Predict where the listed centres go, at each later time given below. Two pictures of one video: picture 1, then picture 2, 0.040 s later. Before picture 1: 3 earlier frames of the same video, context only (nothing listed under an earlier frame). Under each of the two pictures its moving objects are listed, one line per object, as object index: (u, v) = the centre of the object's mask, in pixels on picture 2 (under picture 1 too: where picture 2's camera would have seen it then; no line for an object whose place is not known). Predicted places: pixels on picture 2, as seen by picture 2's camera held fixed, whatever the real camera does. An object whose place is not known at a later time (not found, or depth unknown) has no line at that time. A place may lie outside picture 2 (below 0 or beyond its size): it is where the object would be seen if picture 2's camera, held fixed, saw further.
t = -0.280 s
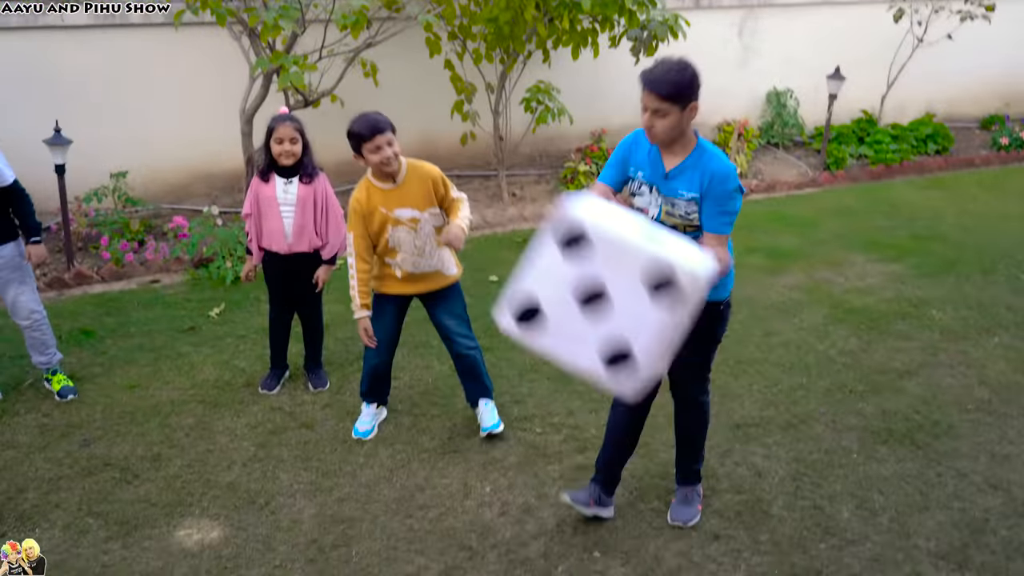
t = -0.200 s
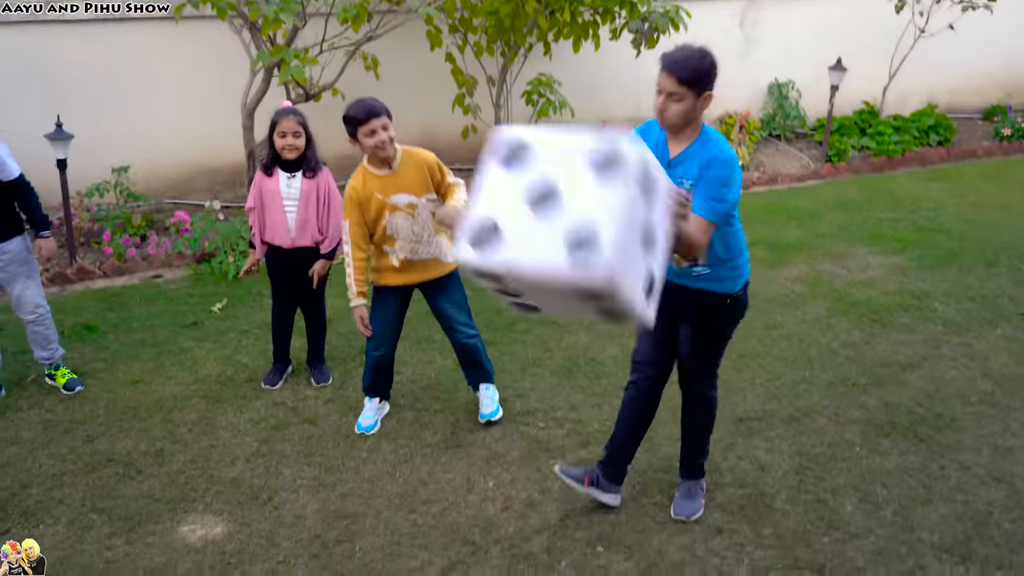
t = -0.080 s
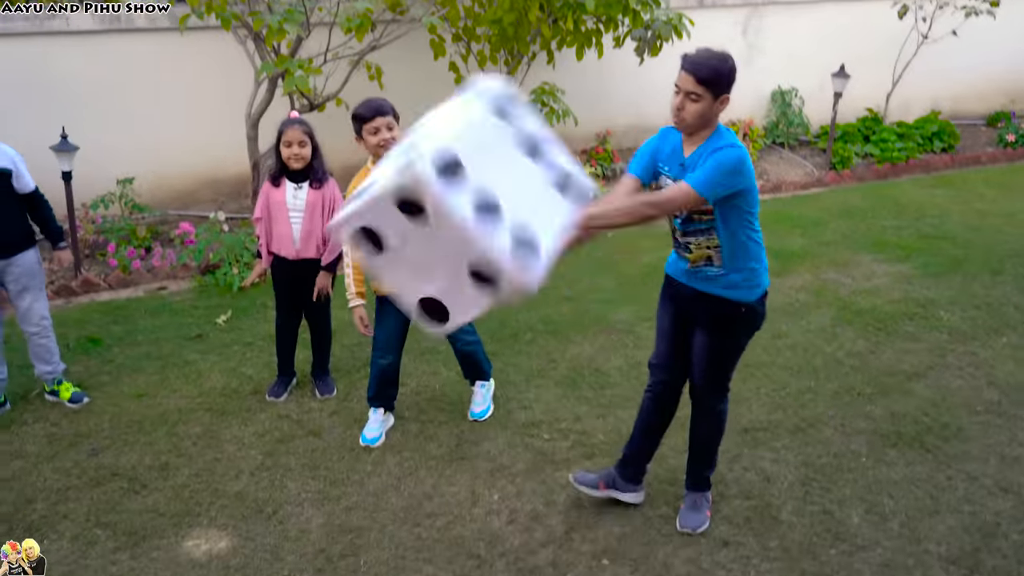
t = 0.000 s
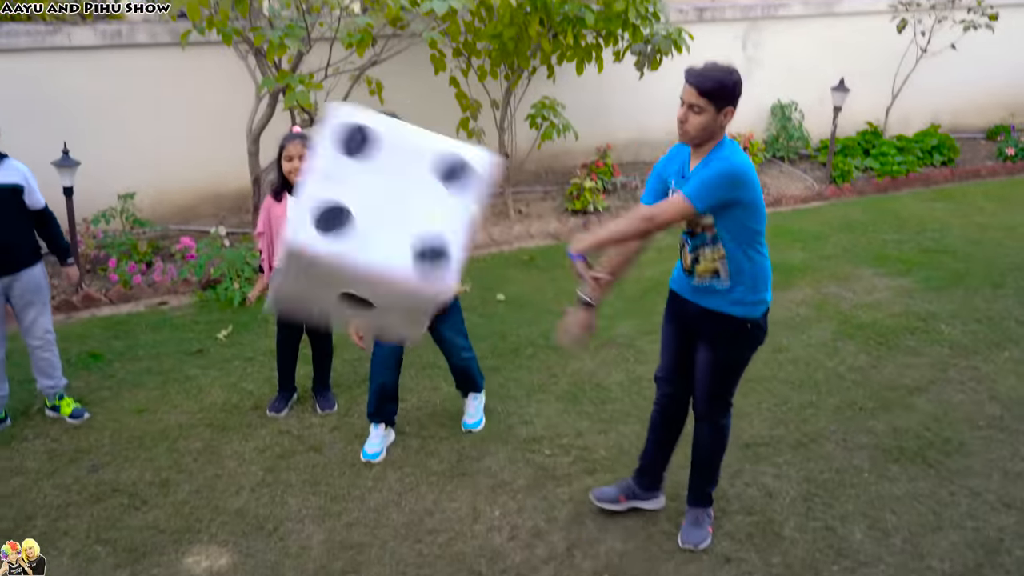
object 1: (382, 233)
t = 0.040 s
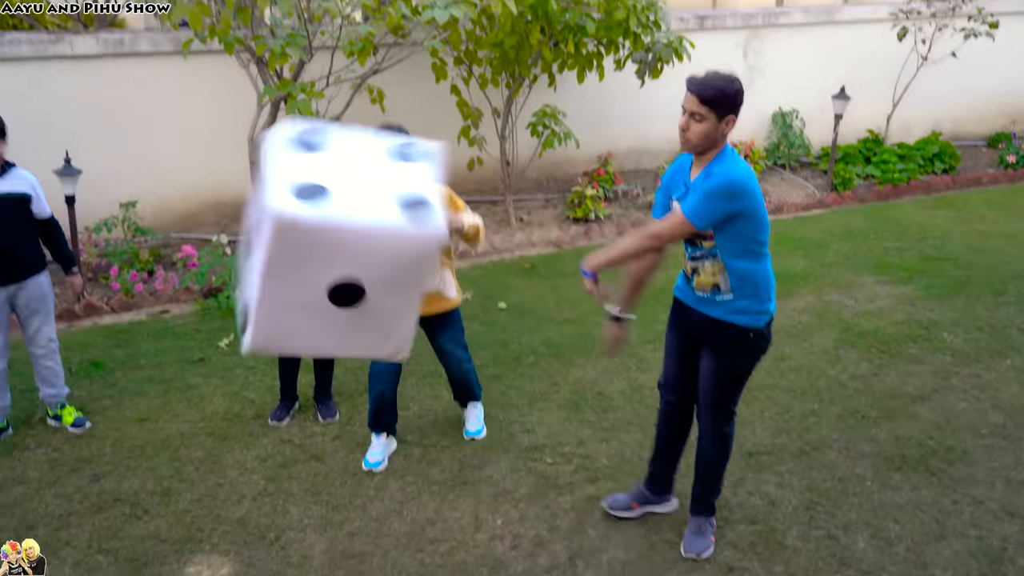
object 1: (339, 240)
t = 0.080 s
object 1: (293, 258)
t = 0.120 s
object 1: (253, 280)
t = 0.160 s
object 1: (212, 304)
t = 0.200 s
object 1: (175, 341)
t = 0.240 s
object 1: (140, 377)
